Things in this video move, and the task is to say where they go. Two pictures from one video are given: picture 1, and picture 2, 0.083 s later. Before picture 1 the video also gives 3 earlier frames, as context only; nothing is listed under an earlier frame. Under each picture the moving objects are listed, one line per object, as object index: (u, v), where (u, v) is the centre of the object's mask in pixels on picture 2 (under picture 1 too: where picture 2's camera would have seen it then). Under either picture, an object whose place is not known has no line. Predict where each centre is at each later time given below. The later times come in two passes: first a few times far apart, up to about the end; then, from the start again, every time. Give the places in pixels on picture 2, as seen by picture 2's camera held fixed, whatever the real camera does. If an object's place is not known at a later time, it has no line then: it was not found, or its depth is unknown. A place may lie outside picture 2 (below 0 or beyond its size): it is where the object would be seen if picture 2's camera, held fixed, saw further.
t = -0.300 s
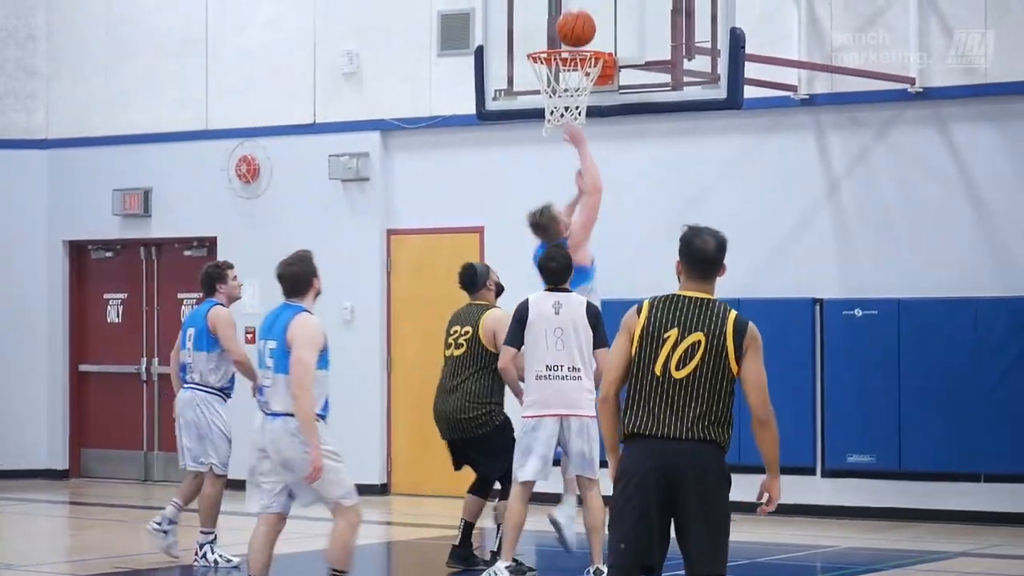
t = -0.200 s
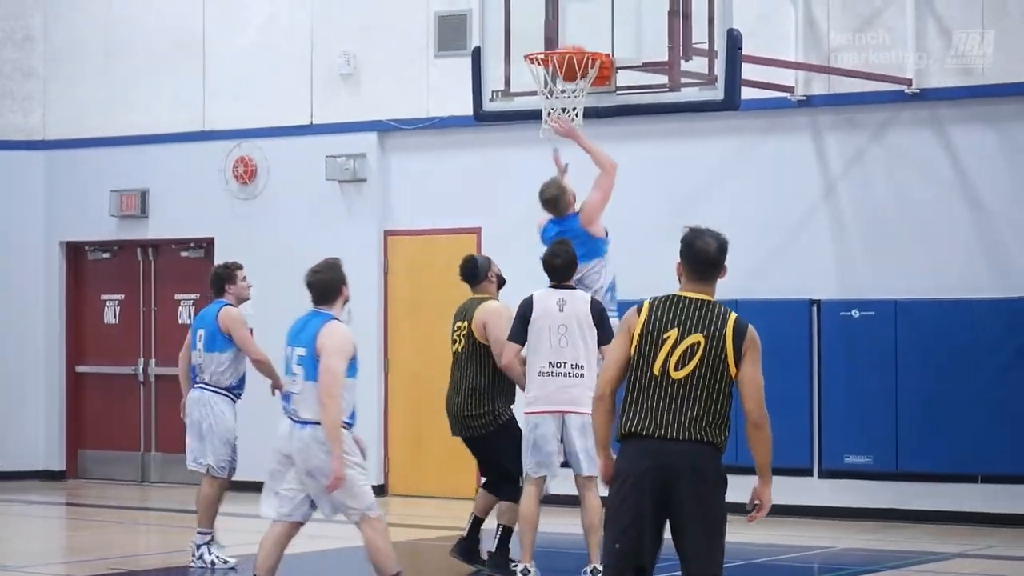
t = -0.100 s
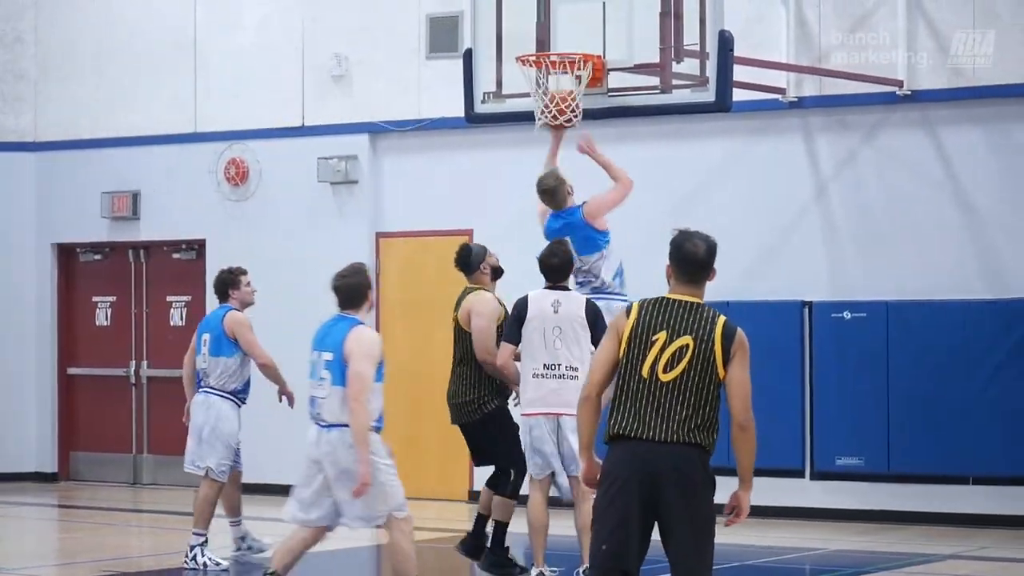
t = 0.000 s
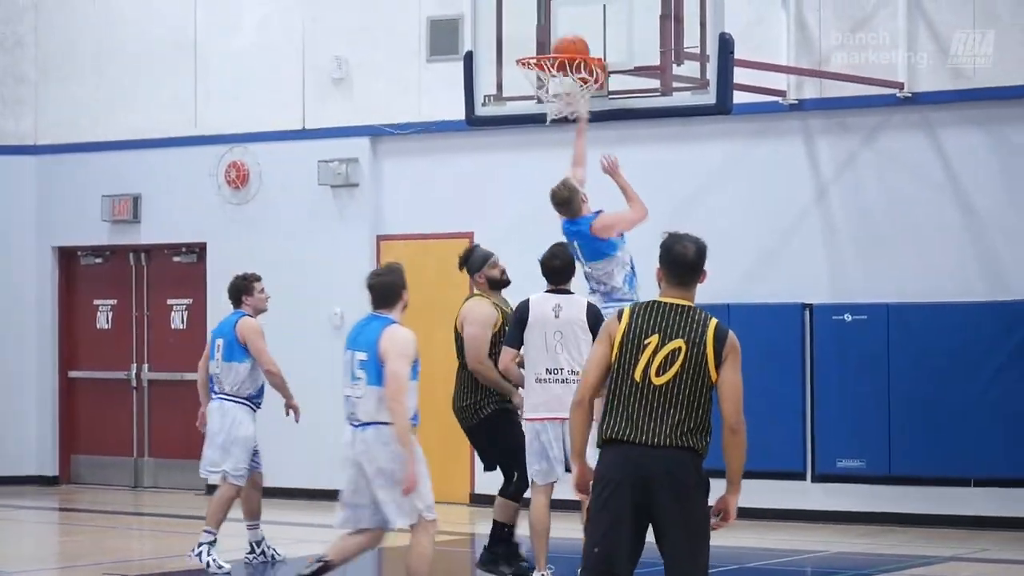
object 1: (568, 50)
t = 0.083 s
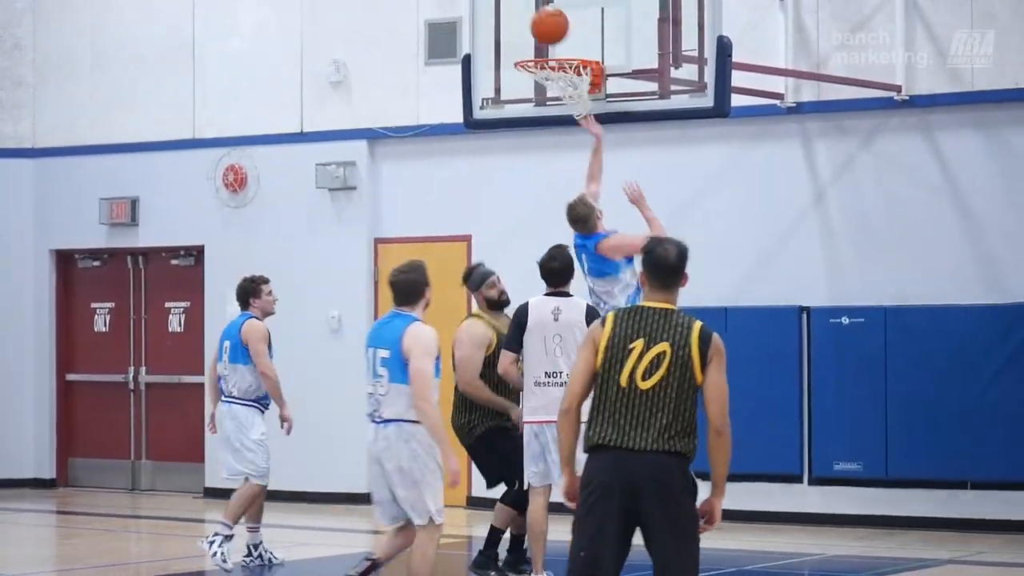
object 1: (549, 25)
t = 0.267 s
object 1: (509, 5)
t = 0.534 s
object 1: (450, 52)
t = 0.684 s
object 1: (419, 134)
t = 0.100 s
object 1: (546, 21)
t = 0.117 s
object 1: (542, 17)
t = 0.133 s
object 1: (538, 14)
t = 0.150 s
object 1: (534, 12)
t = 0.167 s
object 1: (531, 10)
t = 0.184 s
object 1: (528, 9)
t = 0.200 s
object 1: (523, 8)
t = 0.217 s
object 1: (520, 7)
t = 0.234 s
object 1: (516, 6)
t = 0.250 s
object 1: (513, 5)
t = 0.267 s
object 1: (509, 5)
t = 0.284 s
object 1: (505, 5)
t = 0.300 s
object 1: (502, 5)
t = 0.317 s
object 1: (498, 5)
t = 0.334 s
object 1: (495, 6)
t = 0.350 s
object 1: (491, 6)
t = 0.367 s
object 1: (487, 8)
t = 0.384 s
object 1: (484, 9)
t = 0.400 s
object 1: (480, 12)
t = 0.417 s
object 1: (476, 16)
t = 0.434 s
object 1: (472, 19)
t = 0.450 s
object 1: (469, 24)
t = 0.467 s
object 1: (465, 29)
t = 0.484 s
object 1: (462, 34)
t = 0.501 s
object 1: (457, 40)
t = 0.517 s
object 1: (453, 46)
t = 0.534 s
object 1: (450, 52)
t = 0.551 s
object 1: (447, 59)
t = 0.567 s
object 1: (444, 66)
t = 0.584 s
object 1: (441, 75)
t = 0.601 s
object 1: (437, 85)
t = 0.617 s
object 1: (433, 93)
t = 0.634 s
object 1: (429, 103)
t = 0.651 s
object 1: (424, 113)
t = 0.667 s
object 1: (422, 123)
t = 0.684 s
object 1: (419, 134)
